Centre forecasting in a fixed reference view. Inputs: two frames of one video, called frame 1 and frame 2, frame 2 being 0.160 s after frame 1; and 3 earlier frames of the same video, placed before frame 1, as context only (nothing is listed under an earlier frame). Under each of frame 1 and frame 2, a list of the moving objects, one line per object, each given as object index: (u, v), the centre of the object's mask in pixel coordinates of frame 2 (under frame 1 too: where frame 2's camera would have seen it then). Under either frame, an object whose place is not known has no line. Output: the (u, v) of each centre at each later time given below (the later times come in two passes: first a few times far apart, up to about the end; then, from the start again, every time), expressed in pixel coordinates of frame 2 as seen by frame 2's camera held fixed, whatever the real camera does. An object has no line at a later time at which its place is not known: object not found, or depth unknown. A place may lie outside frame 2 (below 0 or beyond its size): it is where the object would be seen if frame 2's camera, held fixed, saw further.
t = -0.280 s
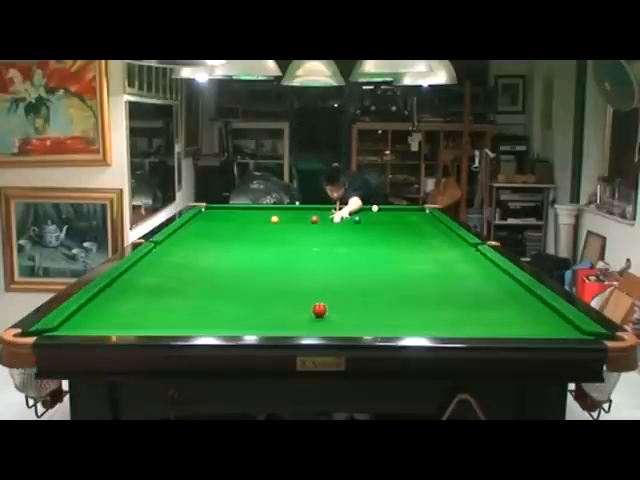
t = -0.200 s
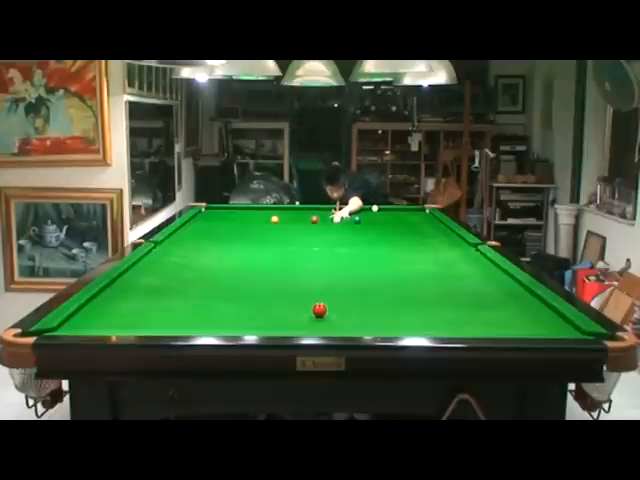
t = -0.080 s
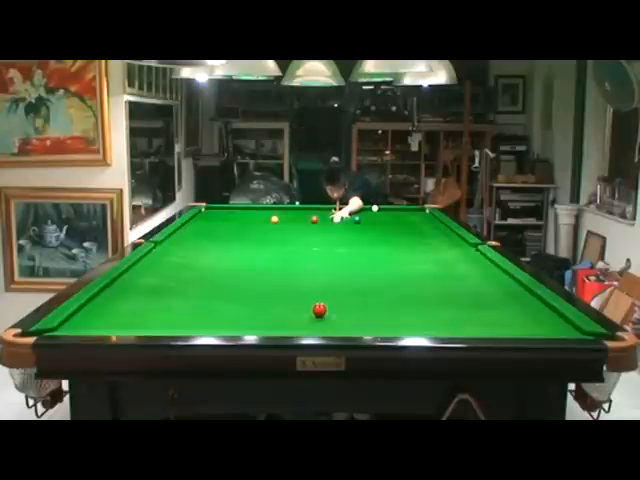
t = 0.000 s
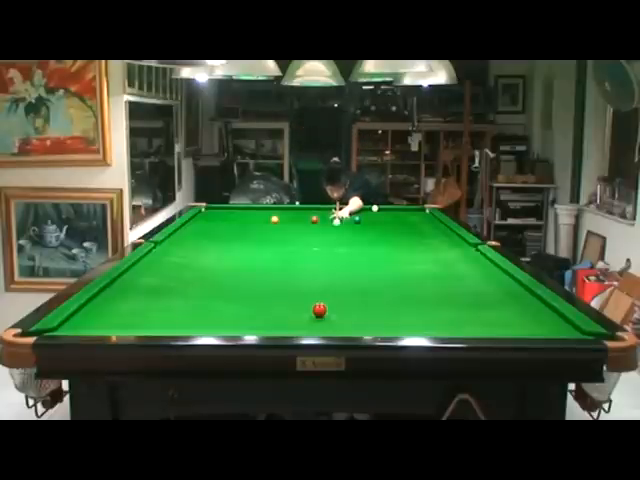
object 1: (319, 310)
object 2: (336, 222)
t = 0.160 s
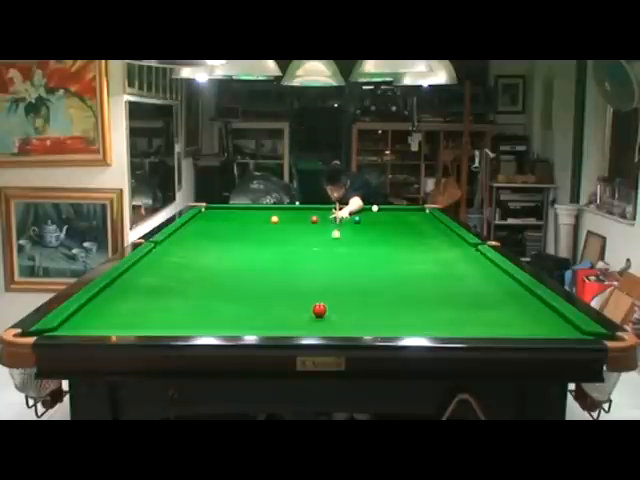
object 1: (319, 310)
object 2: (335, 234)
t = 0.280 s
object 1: (319, 309)
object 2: (334, 244)
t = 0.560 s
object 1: (319, 309)
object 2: (332, 274)
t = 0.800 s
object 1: (309, 311)
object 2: (341, 310)
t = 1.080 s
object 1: (227, 326)
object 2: (411, 317)
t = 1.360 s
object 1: (179, 322)
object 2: (442, 292)
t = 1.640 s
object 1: (141, 313)
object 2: (467, 273)
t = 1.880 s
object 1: (112, 306)
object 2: (483, 260)
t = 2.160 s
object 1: (102, 299)
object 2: (456, 249)
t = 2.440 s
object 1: (132, 294)
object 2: (429, 241)
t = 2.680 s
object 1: (154, 290)
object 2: (409, 234)
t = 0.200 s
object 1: (319, 310)
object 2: (335, 237)
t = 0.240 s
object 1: (319, 309)
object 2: (335, 240)
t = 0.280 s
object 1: (319, 309)
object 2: (334, 244)
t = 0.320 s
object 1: (319, 309)
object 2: (335, 247)
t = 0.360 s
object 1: (319, 309)
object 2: (334, 251)
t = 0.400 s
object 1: (319, 309)
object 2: (334, 255)
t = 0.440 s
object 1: (319, 309)
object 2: (333, 259)
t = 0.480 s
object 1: (319, 309)
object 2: (333, 264)
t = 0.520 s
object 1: (319, 310)
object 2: (332, 269)
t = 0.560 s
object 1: (319, 309)
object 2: (332, 274)
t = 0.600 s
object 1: (319, 309)
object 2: (332, 280)
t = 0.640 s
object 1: (319, 309)
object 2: (331, 286)
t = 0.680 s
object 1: (319, 309)
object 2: (331, 292)
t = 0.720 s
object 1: (319, 309)
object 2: (330, 298)
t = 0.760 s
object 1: (318, 309)
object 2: (330, 305)
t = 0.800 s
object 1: (309, 311)
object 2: (341, 310)
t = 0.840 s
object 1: (296, 314)
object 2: (354, 315)
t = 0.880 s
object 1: (283, 317)
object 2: (368, 321)
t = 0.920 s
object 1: (272, 319)
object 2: (382, 325)
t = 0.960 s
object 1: (261, 321)
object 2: (395, 329)
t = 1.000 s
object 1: (250, 323)
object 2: (400, 325)
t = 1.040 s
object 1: (238, 324)
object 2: (406, 321)
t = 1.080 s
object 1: (227, 326)
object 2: (411, 317)
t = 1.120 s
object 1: (215, 327)
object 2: (416, 313)
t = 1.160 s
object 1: (208, 326)
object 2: (421, 309)
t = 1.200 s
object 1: (202, 325)
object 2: (425, 305)
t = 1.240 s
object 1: (197, 324)
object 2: (430, 302)
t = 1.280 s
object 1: (190, 324)
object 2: (434, 299)
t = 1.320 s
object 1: (185, 322)
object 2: (438, 295)
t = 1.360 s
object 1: (179, 322)
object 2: (442, 292)
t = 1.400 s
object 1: (173, 321)
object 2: (446, 289)
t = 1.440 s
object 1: (168, 319)
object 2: (450, 286)
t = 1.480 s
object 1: (162, 318)
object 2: (454, 283)
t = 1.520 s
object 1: (157, 316)
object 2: (457, 281)
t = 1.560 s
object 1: (151, 315)
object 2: (460, 278)
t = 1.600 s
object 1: (146, 314)
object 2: (464, 276)
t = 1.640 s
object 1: (141, 313)
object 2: (467, 273)
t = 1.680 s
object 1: (136, 312)
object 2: (470, 271)
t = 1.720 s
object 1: (131, 310)
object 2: (473, 269)
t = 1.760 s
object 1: (126, 310)
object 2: (475, 267)
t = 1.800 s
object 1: (121, 308)
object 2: (478, 264)
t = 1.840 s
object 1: (117, 307)
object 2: (481, 262)
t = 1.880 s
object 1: (112, 306)
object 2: (483, 260)
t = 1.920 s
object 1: (108, 305)
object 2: (484, 258)
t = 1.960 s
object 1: (103, 304)
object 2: (479, 257)
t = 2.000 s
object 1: (99, 303)
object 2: (474, 255)
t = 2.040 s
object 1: (95, 301)
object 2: (469, 253)
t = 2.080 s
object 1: (93, 300)
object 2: (465, 252)
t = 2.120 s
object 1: (97, 300)
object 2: (461, 251)
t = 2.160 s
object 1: (102, 299)
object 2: (456, 249)
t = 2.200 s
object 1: (106, 298)
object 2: (452, 248)
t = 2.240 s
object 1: (111, 297)
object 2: (448, 247)
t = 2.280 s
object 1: (115, 296)
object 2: (444, 246)
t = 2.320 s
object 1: (119, 296)
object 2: (440, 245)
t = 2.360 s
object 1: (124, 295)
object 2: (437, 243)
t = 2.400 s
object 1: (128, 294)
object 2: (433, 242)
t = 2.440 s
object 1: (132, 294)
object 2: (429, 241)
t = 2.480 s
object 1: (136, 293)
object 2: (425, 240)
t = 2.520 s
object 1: (139, 292)
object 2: (422, 239)
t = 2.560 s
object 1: (143, 291)
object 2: (419, 237)
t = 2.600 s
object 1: (147, 291)
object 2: (415, 236)
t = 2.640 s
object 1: (150, 290)
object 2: (412, 235)
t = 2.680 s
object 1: (154, 290)
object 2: (409, 234)
